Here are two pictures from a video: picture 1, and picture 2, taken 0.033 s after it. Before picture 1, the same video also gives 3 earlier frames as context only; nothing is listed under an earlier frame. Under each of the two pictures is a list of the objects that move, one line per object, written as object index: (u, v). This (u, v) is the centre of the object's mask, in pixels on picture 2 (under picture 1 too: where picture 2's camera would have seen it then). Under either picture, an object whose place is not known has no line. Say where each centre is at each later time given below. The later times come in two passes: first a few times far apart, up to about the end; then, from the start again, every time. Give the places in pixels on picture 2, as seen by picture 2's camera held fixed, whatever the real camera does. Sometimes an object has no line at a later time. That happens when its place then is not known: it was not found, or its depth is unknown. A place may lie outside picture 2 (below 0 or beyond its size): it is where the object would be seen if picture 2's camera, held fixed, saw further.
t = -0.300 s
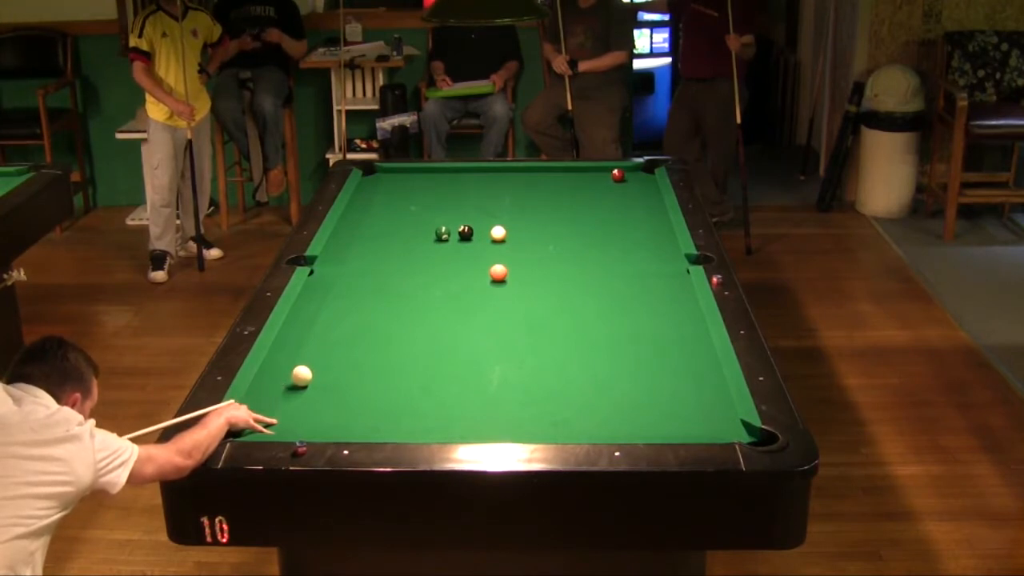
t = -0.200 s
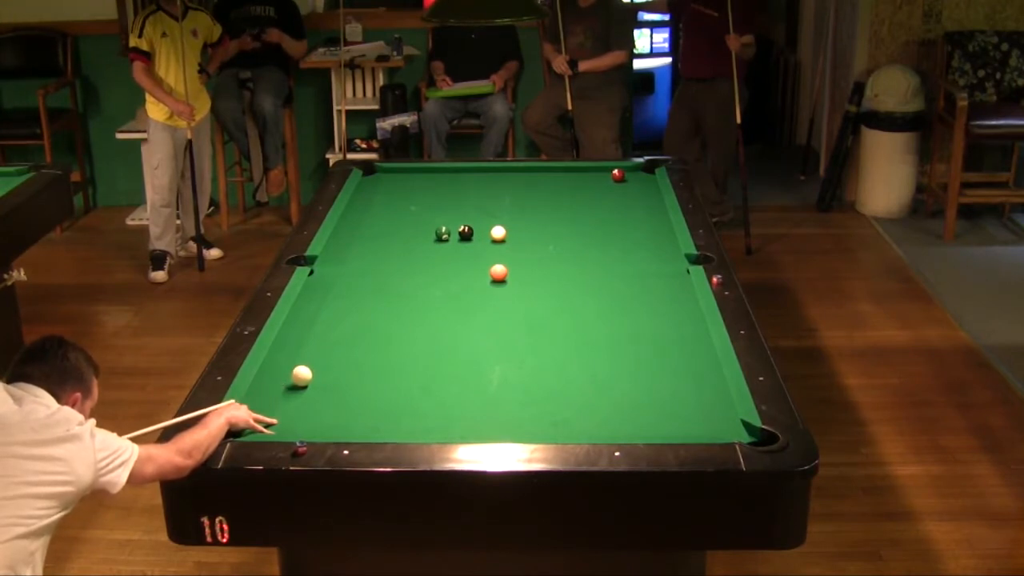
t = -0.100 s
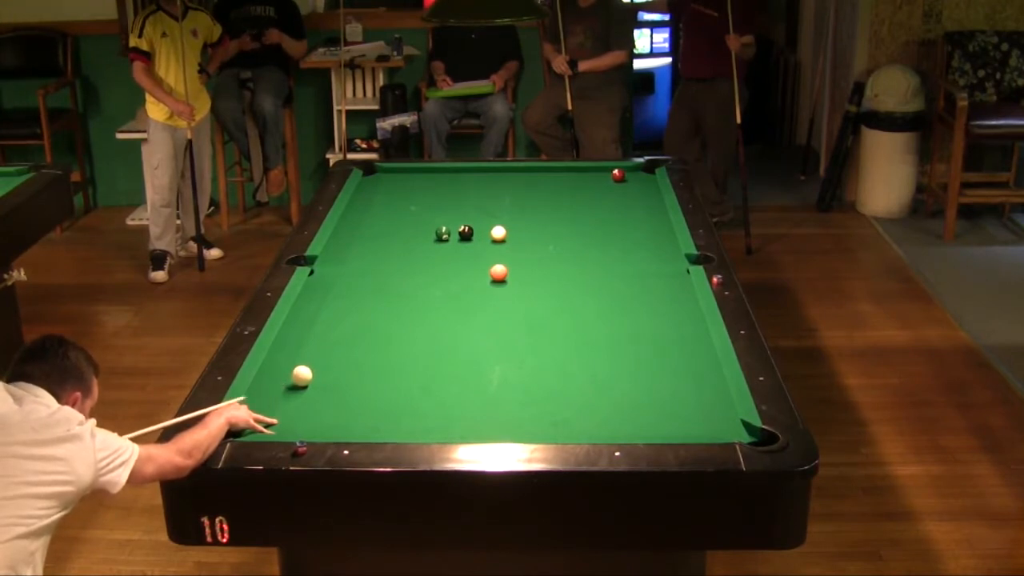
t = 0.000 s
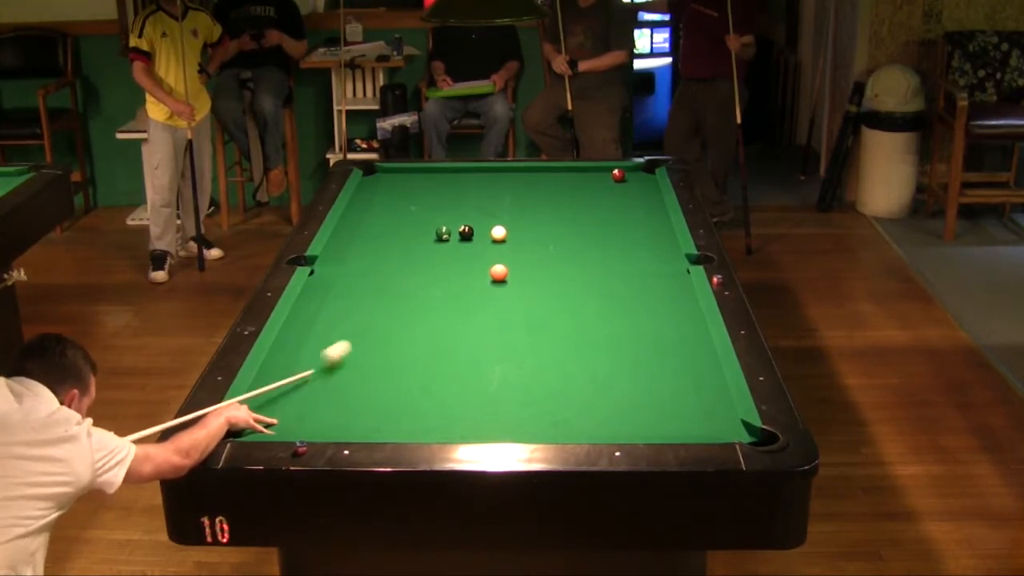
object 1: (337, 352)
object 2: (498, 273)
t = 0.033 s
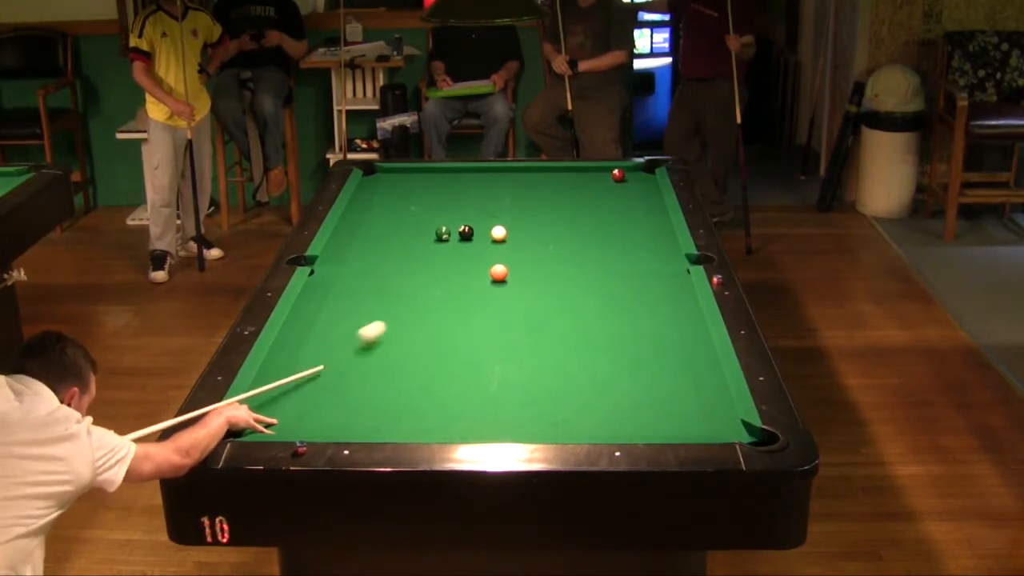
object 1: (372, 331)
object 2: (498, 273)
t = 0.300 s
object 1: (471, 236)
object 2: (614, 263)
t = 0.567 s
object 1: (485, 231)
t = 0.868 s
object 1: (498, 223)
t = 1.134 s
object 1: (509, 221)
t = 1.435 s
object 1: (519, 216)
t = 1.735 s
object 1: (529, 212)
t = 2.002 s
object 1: (535, 209)
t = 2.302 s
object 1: (542, 206)
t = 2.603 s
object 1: (548, 204)
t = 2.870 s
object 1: (552, 202)
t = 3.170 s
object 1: (557, 200)
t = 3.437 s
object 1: (560, 199)
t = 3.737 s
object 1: (562, 198)
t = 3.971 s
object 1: (563, 197)
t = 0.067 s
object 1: (405, 315)
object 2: (498, 273)
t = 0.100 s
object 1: (435, 297)
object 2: (498, 273)
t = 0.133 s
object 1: (463, 282)
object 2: (498, 273)
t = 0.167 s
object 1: (481, 268)
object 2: (506, 271)
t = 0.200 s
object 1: (477, 257)
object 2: (535, 269)
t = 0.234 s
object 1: (474, 247)
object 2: (562, 267)
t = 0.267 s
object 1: (470, 238)
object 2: (588, 265)
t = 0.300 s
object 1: (471, 236)
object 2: (614, 263)
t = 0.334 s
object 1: (473, 236)
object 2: (639, 261)
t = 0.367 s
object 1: (475, 235)
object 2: (662, 259)
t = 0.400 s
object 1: (477, 235)
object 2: (682, 258)
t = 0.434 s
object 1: (479, 234)
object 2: (690, 262)
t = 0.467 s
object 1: (480, 233)
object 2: (695, 263)
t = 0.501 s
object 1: (482, 233)
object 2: (696, 263)
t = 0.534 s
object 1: (483, 232)
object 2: (698, 264)
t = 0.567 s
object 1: (485, 231)
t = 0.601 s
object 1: (486, 230)
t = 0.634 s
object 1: (487, 230)
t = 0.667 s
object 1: (488, 229)
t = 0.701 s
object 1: (490, 228)
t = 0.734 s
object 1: (491, 226)
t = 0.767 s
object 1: (493, 225)
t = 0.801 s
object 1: (494, 224)
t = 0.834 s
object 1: (496, 223)
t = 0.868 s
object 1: (498, 223)
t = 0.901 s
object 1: (500, 222)
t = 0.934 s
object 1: (502, 222)
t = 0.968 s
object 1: (503, 222)
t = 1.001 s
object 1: (504, 222)
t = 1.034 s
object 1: (505, 222)
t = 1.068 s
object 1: (506, 221)
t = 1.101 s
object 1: (508, 221)
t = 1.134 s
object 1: (509, 221)
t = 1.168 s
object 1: (510, 220)
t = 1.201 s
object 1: (511, 220)
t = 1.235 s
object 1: (512, 219)
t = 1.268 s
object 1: (514, 219)
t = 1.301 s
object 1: (515, 218)
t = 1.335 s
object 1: (516, 218)
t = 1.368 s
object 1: (517, 217)
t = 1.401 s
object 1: (518, 217)
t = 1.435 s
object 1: (519, 216)
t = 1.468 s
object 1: (520, 216)
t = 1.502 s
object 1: (521, 215)
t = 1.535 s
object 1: (523, 215)
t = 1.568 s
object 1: (524, 214)
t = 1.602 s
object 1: (525, 214)
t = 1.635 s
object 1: (526, 214)
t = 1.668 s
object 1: (527, 213)
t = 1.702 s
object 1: (528, 213)
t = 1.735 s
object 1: (529, 212)
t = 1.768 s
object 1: (530, 212)
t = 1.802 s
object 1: (531, 212)
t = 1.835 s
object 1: (531, 211)
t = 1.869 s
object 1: (532, 211)
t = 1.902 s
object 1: (533, 210)
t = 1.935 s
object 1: (534, 210)
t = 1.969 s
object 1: (535, 210)
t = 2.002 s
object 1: (535, 209)
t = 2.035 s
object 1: (536, 209)
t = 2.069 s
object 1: (537, 208)
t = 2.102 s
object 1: (538, 208)
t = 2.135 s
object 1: (539, 208)
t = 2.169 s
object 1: (539, 208)
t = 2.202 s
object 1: (540, 207)
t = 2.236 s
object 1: (541, 207)
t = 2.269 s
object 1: (541, 207)
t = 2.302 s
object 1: (542, 206)
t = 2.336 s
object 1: (543, 206)
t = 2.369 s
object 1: (544, 206)
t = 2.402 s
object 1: (544, 205)
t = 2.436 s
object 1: (545, 205)
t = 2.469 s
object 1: (546, 205)
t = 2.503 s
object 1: (546, 205)
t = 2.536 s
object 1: (547, 204)
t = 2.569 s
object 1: (548, 204)
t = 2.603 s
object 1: (548, 204)
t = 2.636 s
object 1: (549, 203)
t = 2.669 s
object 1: (549, 203)
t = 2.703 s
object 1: (550, 203)
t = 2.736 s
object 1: (550, 202)
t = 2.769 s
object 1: (551, 202)
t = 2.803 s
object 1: (552, 202)
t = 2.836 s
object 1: (552, 202)
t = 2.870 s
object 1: (552, 202)
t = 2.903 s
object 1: (553, 201)
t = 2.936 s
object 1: (553, 201)
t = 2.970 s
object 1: (554, 201)
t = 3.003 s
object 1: (554, 201)
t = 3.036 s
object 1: (555, 201)
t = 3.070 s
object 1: (556, 200)
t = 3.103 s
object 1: (556, 200)
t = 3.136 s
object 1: (556, 200)
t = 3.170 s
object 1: (557, 200)
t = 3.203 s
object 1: (557, 200)
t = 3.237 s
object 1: (558, 199)
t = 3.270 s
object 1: (558, 199)
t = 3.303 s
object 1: (558, 199)
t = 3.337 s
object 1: (559, 199)
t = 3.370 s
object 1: (559, 199)
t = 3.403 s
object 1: (559, 199)
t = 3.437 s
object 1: (560, 199)
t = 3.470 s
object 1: (560, 198)
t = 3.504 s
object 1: (560, 198)
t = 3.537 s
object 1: (561, 198)
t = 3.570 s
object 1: (561, 198)
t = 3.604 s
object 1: (561, 198)
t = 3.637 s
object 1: (561, 198)
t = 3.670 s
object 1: (562, 198)
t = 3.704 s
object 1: (562, 198)
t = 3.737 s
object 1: (562, 198)
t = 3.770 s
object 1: (562, 198)
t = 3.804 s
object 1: (562, 198)
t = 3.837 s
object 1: (562, 198)
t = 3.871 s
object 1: (562, 198)
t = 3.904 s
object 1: (563, 197)
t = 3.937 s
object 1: (563, 197)
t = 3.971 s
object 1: (563, 197)
